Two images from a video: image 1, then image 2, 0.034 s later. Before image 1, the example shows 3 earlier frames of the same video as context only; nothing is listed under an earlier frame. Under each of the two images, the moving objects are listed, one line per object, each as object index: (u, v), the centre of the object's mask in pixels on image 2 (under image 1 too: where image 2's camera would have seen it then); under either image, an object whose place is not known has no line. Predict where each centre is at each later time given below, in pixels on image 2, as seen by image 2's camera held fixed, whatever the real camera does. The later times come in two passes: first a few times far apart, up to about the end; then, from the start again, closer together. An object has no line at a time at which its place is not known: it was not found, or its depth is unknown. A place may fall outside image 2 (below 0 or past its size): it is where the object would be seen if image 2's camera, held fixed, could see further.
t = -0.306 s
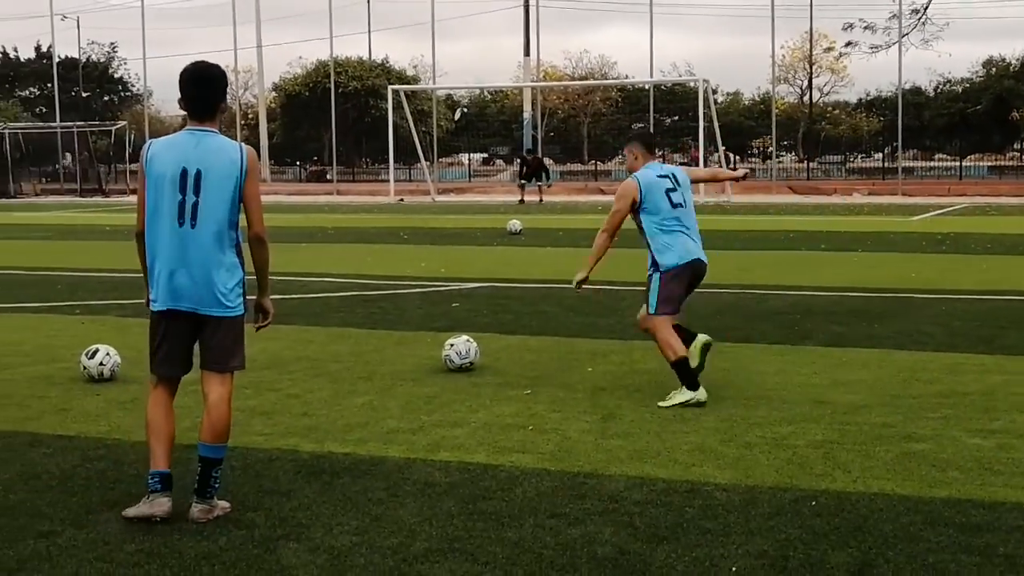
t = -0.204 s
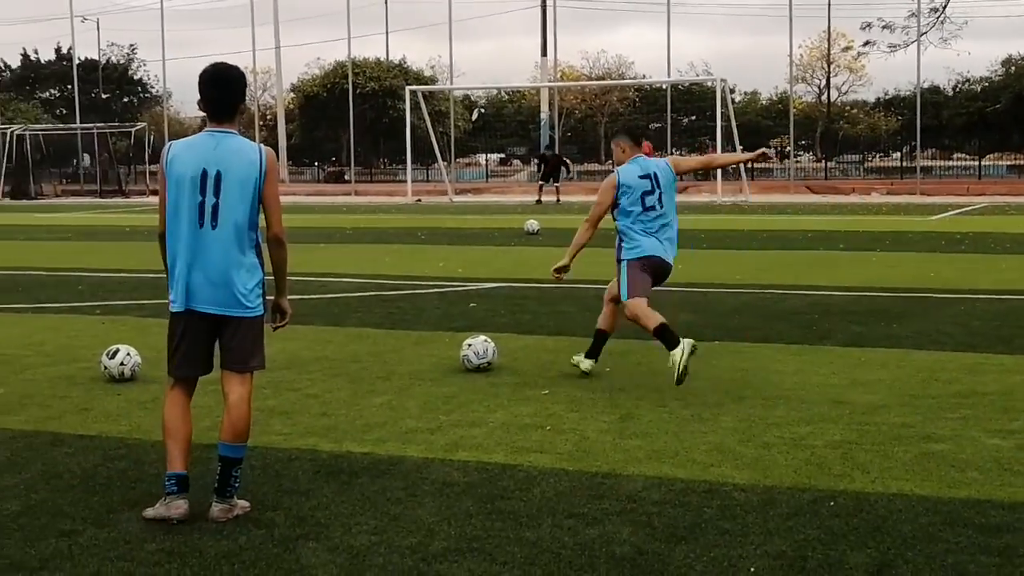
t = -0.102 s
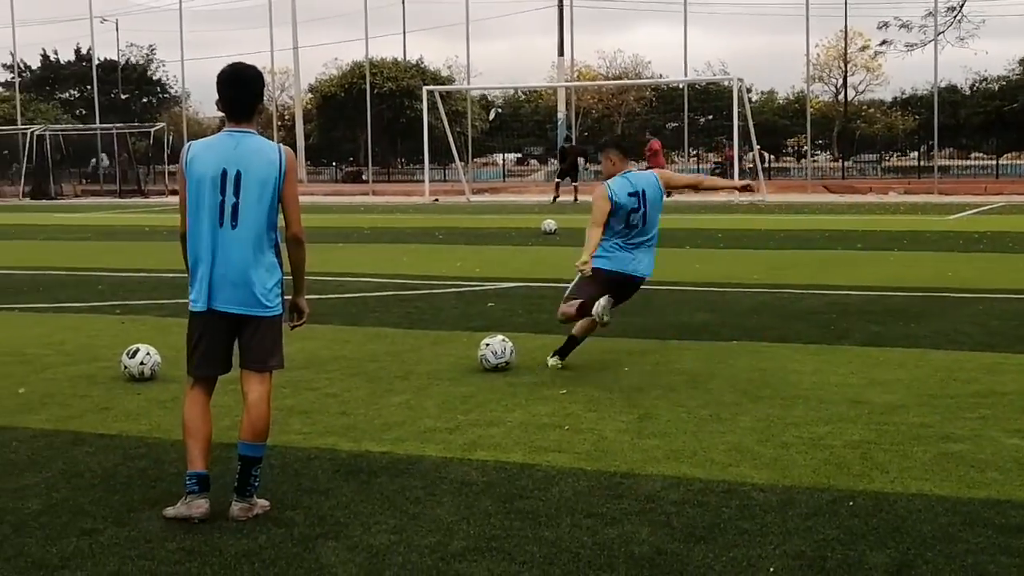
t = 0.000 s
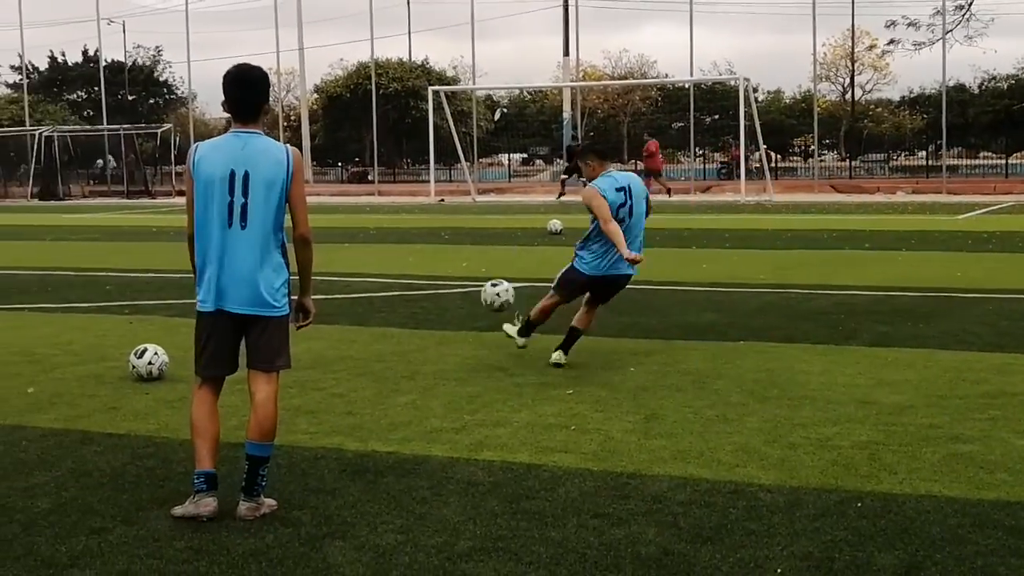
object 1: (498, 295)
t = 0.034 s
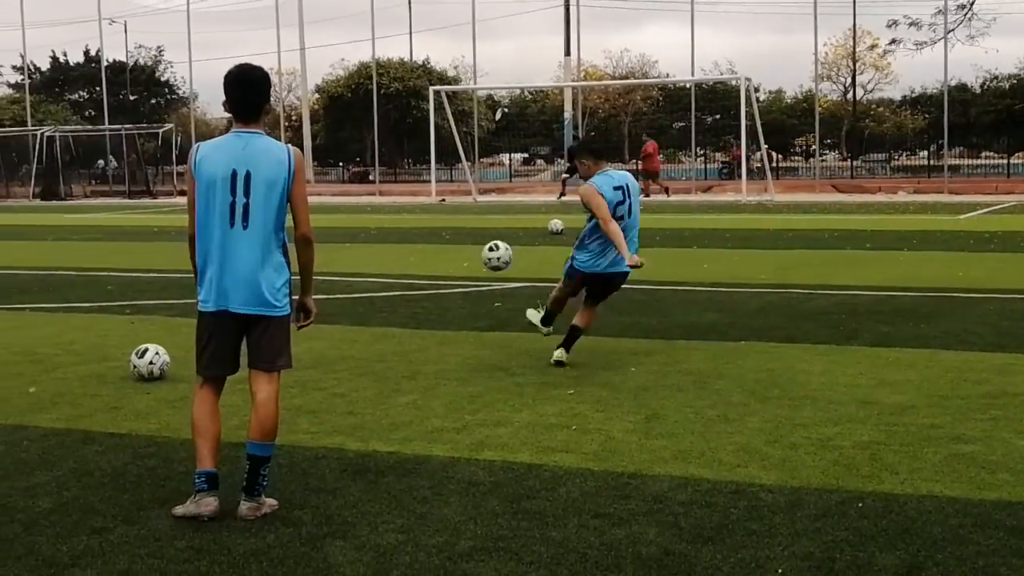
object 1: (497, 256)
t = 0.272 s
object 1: (513, 111)
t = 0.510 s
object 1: (546, 71)
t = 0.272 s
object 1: (513, 111)
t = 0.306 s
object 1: (516, 101)
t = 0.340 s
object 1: (522, 93)
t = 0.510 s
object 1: (546, 71)
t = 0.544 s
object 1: (551, 69)
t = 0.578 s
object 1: (556, 68)
